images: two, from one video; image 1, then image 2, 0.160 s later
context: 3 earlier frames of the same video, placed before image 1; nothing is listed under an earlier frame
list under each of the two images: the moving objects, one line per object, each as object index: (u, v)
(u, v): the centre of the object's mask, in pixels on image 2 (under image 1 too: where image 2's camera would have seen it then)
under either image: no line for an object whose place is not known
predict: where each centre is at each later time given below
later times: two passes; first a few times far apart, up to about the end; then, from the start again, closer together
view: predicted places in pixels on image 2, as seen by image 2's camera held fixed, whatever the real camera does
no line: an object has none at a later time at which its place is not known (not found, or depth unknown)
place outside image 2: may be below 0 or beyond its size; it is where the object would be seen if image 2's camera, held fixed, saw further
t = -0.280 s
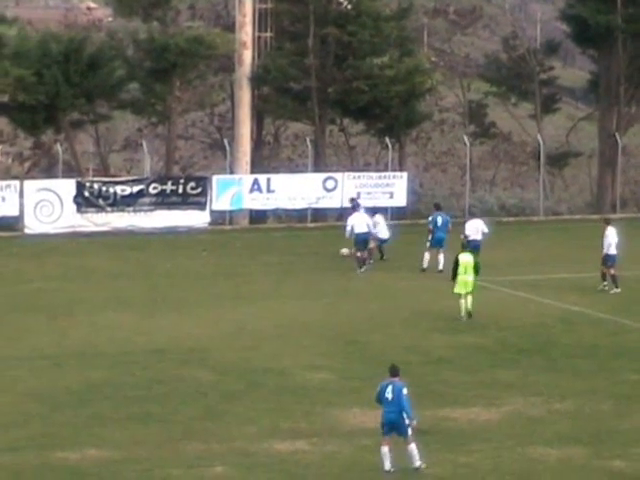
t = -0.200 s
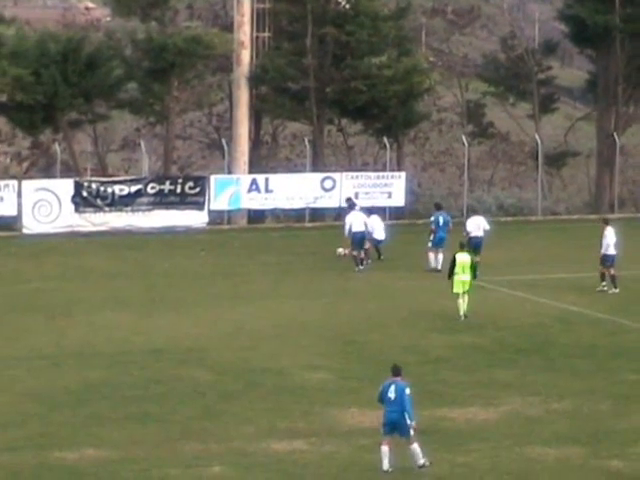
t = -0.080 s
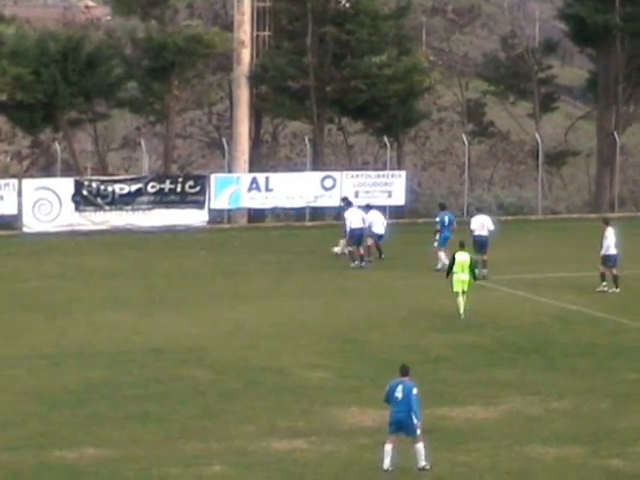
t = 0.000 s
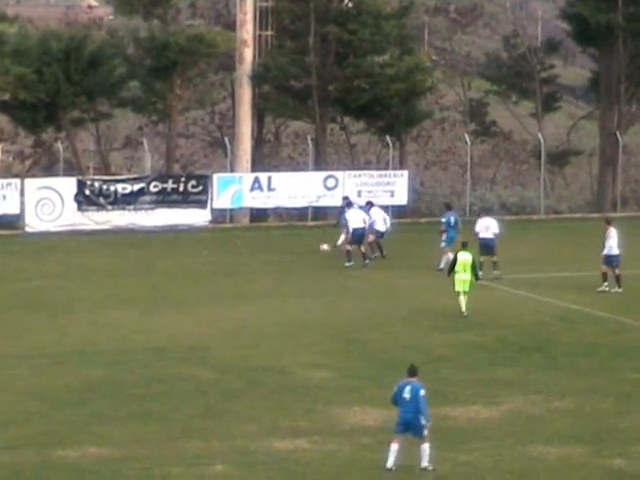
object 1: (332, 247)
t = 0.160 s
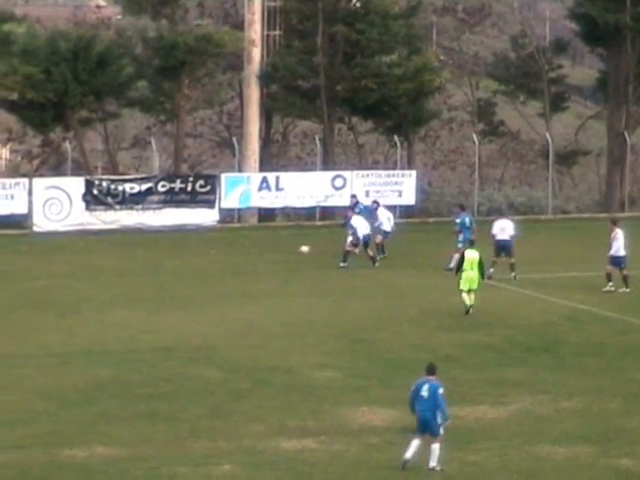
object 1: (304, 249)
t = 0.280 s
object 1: (284, 257)
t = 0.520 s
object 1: (249, 281)
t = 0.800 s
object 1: (219, 292)
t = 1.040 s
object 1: (198, 304)
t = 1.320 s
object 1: (175, 320)
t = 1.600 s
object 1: (156, 333)
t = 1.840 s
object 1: (139, 342)
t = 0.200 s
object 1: (298, 251)
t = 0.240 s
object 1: (291, 254)
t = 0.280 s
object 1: (284, 257)
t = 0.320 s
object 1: (278, 261)
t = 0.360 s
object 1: (272, 266)
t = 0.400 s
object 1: (265, 271)
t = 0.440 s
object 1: (260, 278)
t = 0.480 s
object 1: (254, 282)
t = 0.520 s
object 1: (249, 281)
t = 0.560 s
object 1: (244, 281)
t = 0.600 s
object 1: (241, 281)
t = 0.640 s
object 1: (236, 281)
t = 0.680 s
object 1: (232, 283)
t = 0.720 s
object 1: (228, 285)
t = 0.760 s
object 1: (224, 288)
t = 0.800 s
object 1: (219, 292)
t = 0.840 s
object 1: (215, 296)
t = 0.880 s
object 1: (211, 302)
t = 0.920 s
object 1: (207, 304)
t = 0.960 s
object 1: (204, 303)
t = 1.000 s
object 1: (201, 303)
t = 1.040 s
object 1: (198, 304)
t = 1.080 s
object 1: (194, 306)
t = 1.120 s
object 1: (191, 308)
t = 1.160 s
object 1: (188, 311)
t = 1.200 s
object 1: (184, 315)
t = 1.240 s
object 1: (182, 318)
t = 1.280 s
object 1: (178, 319)
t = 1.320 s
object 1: (175, 320)
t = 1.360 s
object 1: (172, 322)
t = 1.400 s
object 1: (170, 325)
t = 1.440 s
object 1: (166, 326)
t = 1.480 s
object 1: (164, 327)
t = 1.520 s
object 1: (161, 329)
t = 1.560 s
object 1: (158, 331)
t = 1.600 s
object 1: (156, 333)
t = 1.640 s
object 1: (153, 334)
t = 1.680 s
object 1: (151, 336)
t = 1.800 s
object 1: (142, 341)
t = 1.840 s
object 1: (139, 342)
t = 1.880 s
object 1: (137, 342)
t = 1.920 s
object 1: (134, 343)
